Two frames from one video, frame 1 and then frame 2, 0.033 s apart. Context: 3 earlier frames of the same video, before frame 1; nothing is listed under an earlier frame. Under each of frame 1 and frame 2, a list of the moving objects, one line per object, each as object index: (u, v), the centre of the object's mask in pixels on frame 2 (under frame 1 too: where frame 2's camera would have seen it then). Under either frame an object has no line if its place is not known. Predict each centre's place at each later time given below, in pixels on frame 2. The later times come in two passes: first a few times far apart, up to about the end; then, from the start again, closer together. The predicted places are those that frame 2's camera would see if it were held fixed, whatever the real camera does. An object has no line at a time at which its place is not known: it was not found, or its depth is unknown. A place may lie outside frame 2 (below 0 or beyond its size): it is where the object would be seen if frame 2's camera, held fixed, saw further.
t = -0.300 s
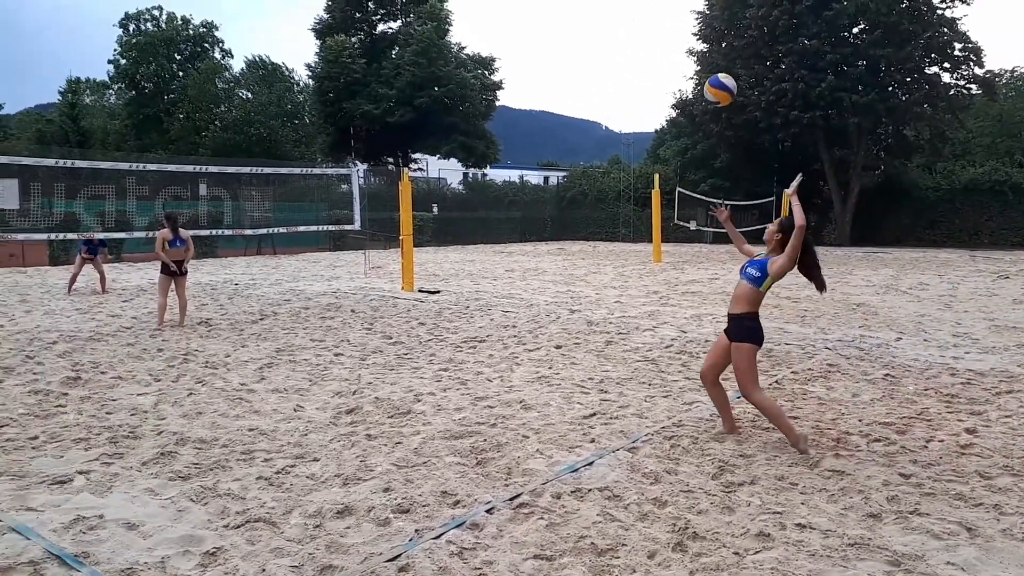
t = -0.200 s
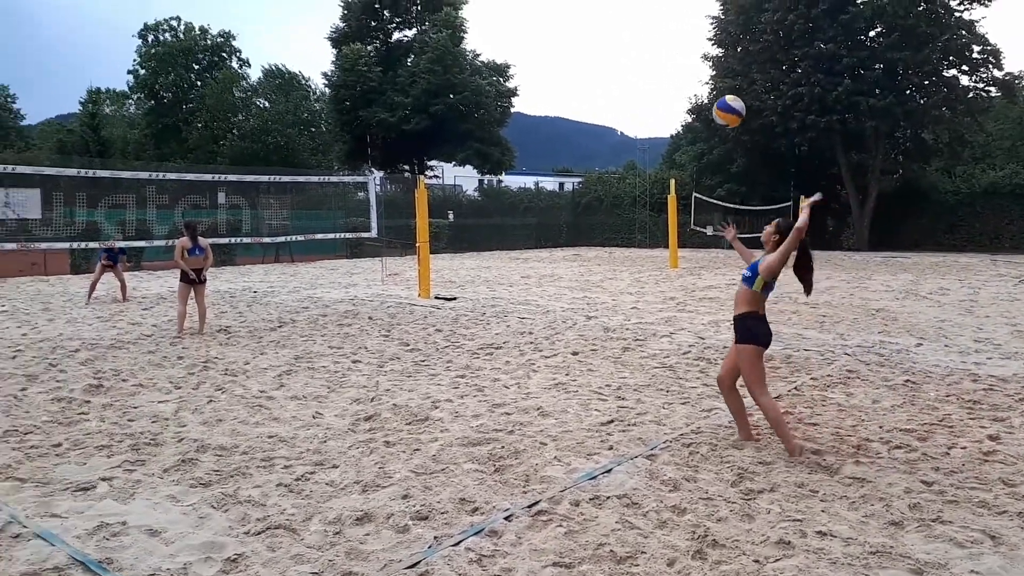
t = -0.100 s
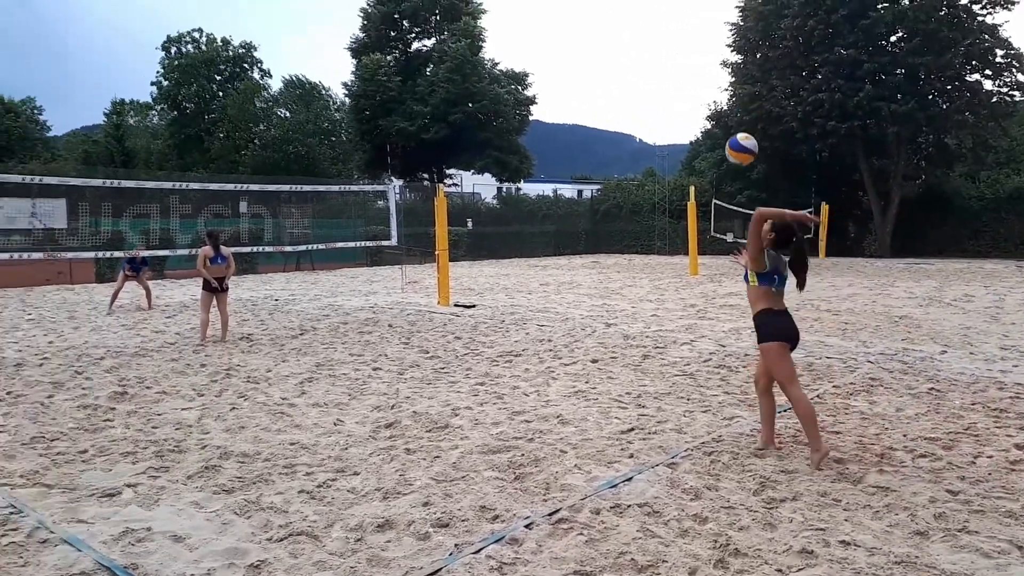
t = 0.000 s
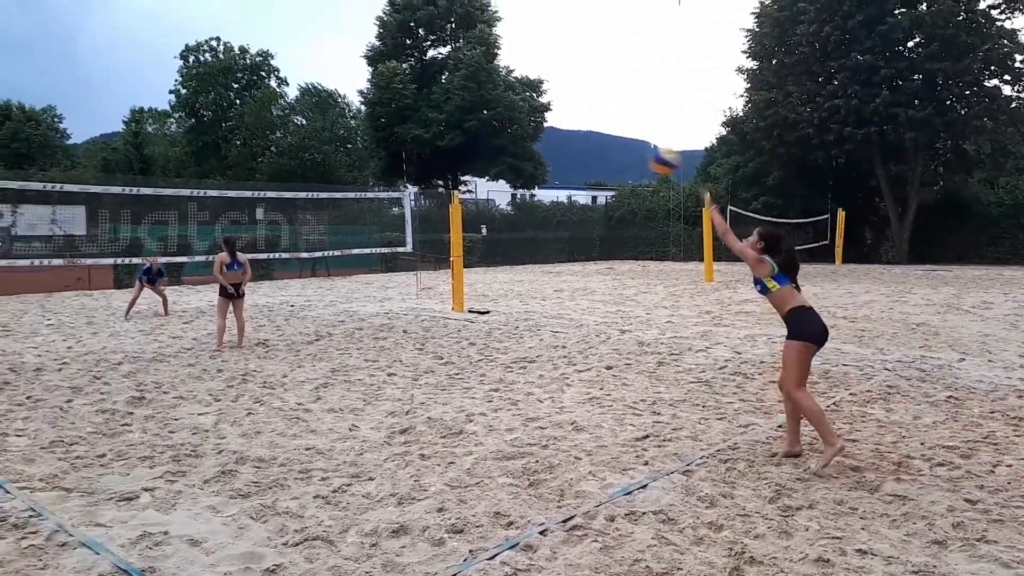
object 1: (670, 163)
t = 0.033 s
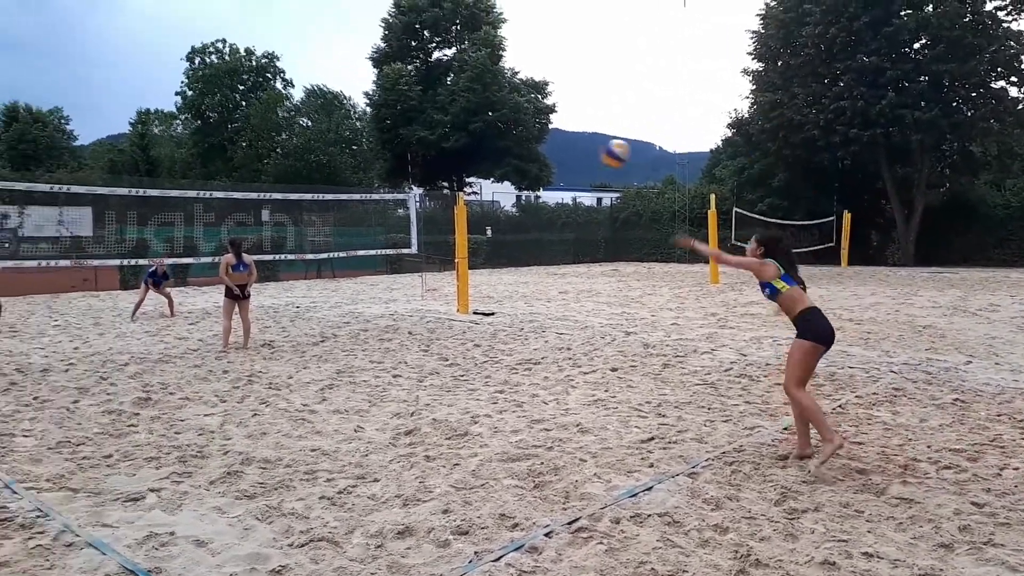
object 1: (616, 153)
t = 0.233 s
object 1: (387, 132)
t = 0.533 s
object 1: (208, 161)
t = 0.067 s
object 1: (568, 146)
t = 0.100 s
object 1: (523, 140)
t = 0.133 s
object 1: (484, 136)
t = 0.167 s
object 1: (449, 134)
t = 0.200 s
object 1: (416, 132)
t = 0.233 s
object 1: (387, 132)
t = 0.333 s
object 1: (314, 136)
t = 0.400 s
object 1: (274, 142)
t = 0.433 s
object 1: (256, 146)
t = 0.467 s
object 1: (239, 150)
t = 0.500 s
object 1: (223, 155)
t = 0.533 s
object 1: (208, 161)
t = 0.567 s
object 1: (193, 167)
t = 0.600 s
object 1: (180, 174)
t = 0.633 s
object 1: (167, 181)
